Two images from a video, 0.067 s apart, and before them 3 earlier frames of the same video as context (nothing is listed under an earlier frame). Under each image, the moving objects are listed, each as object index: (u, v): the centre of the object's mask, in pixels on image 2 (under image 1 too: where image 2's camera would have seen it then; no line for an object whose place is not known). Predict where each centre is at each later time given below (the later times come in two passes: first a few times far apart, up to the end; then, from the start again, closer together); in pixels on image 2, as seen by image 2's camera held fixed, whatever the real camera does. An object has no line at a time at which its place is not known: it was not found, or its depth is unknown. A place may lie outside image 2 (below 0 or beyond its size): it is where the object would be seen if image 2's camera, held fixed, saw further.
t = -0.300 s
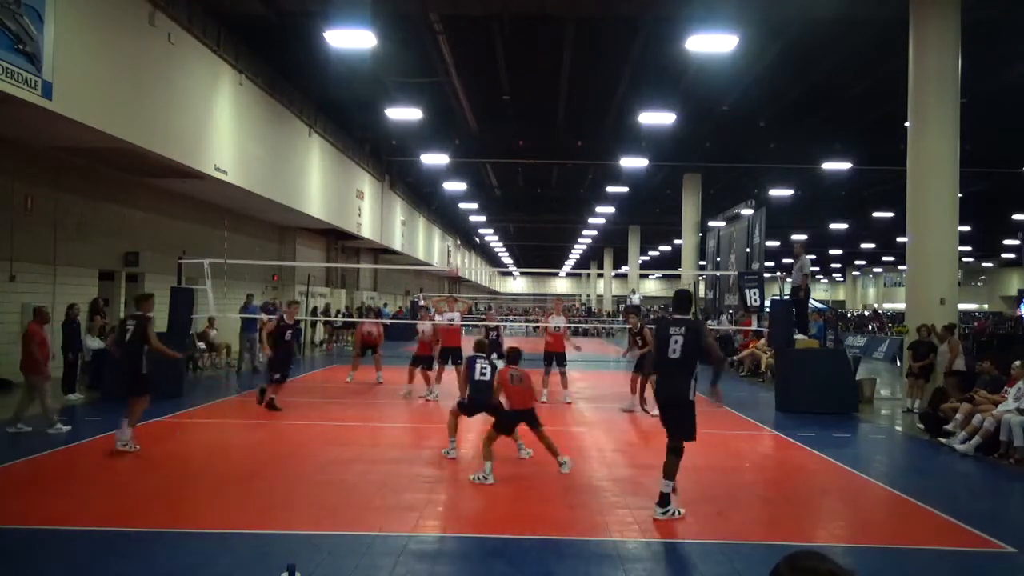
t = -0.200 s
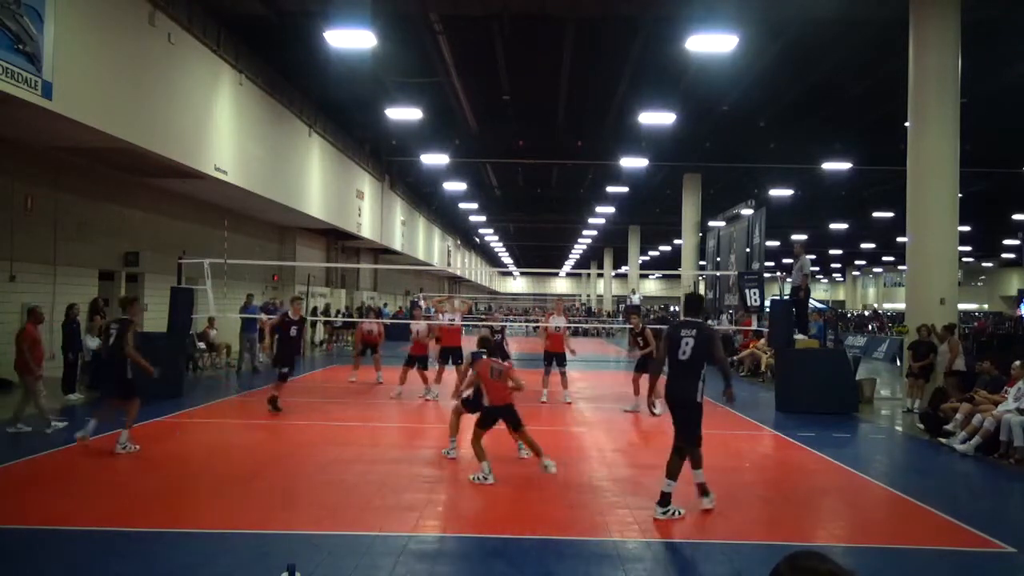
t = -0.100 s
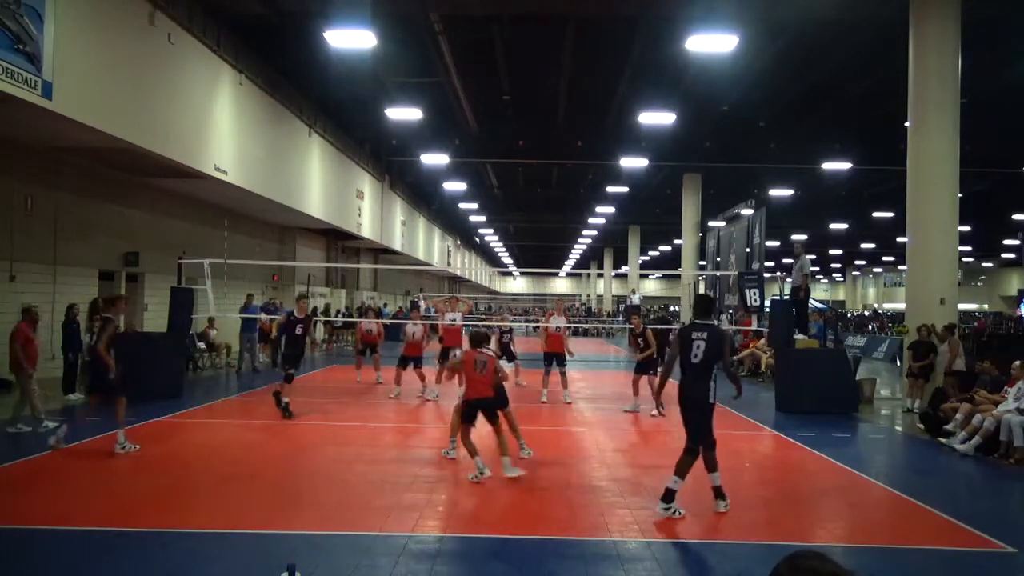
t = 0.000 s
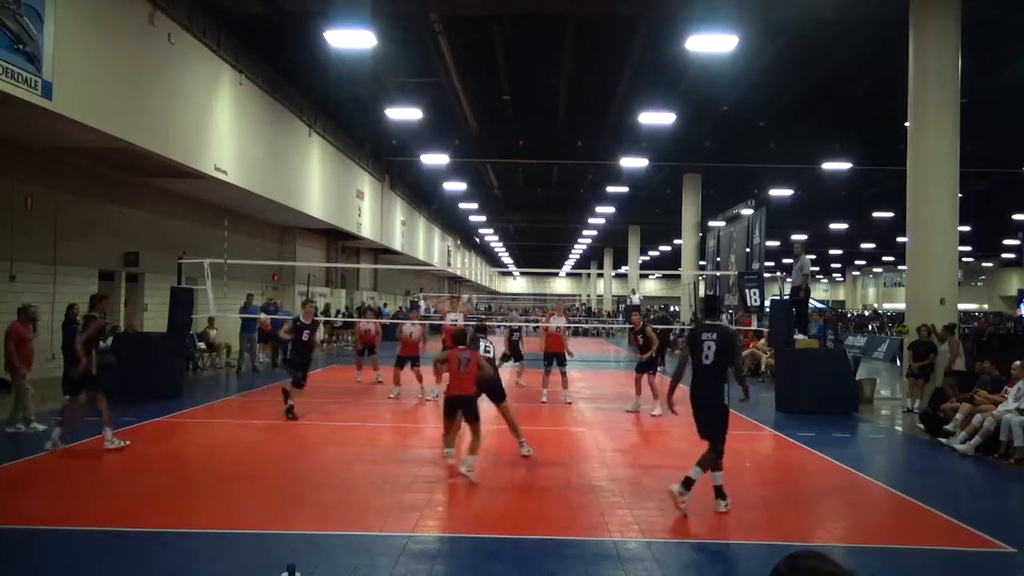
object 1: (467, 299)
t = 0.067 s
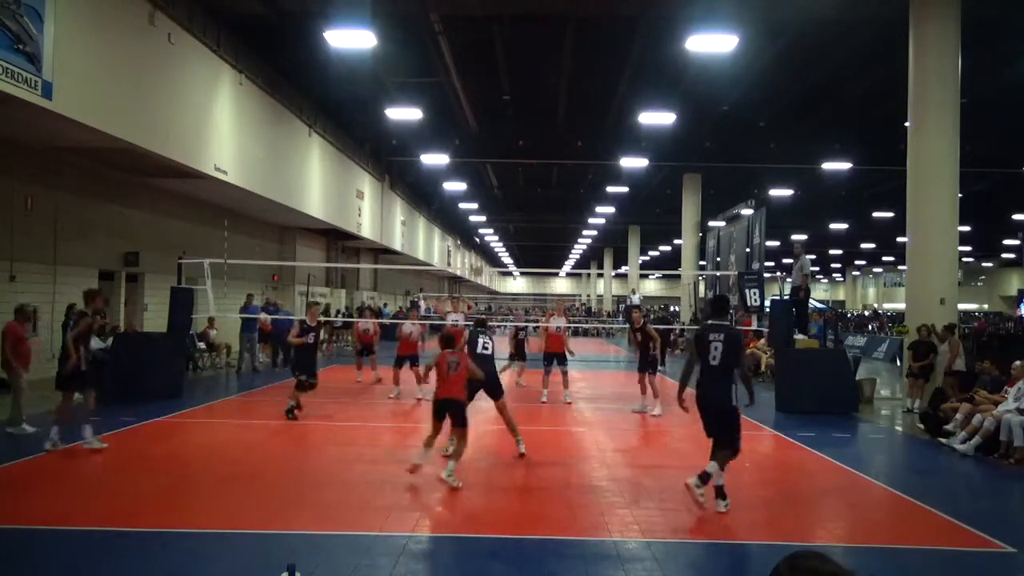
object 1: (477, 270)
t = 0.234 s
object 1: (495, 203)
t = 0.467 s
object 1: (518, 155)
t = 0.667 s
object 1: (535, 146)
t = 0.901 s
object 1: (552, 166)
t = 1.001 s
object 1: (558, 184)
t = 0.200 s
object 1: (492, 213)
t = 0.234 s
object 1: (495, 203)
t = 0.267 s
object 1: (498, 194)
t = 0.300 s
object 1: (502, 185)
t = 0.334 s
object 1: (505, 177)
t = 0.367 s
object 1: (509, 171)
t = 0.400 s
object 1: (512, 164)
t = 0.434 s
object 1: (515, 159)
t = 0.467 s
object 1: (518, 155)
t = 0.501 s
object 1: (521, 152)
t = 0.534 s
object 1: (524, 150)
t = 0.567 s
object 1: (526, 148)
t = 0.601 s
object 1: (529, 146)
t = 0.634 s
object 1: (532, 146)
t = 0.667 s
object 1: (535, 146)
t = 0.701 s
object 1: (538, 147)
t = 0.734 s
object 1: (540, 149)
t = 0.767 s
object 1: (543, 151)
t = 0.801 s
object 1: (545, 154)
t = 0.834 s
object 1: (548, 158)
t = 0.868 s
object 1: (549, 161)
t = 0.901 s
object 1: (552, 166)
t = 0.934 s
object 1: (555, 172)
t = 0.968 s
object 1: (556, 178)
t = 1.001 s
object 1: (558, 184)
